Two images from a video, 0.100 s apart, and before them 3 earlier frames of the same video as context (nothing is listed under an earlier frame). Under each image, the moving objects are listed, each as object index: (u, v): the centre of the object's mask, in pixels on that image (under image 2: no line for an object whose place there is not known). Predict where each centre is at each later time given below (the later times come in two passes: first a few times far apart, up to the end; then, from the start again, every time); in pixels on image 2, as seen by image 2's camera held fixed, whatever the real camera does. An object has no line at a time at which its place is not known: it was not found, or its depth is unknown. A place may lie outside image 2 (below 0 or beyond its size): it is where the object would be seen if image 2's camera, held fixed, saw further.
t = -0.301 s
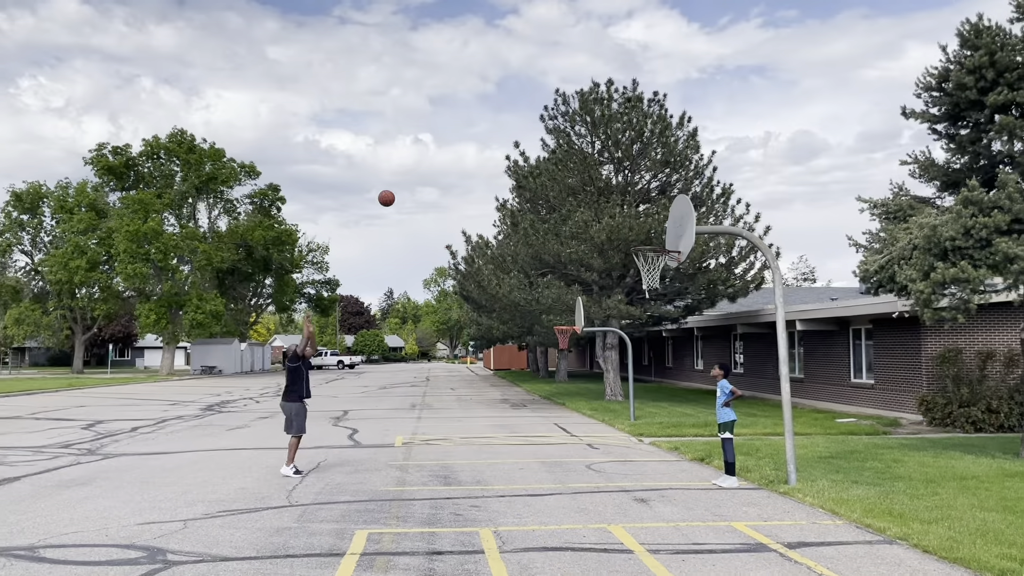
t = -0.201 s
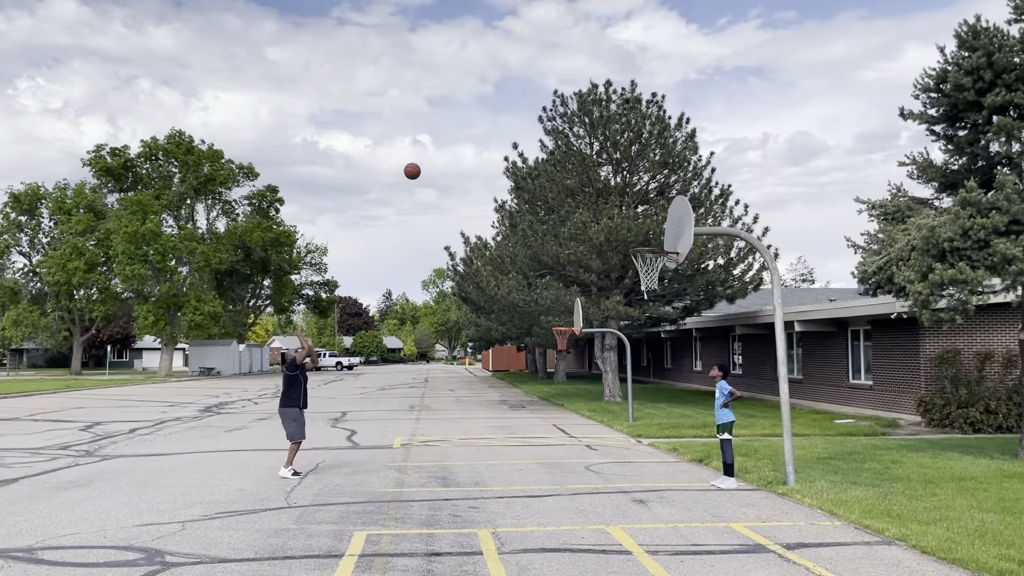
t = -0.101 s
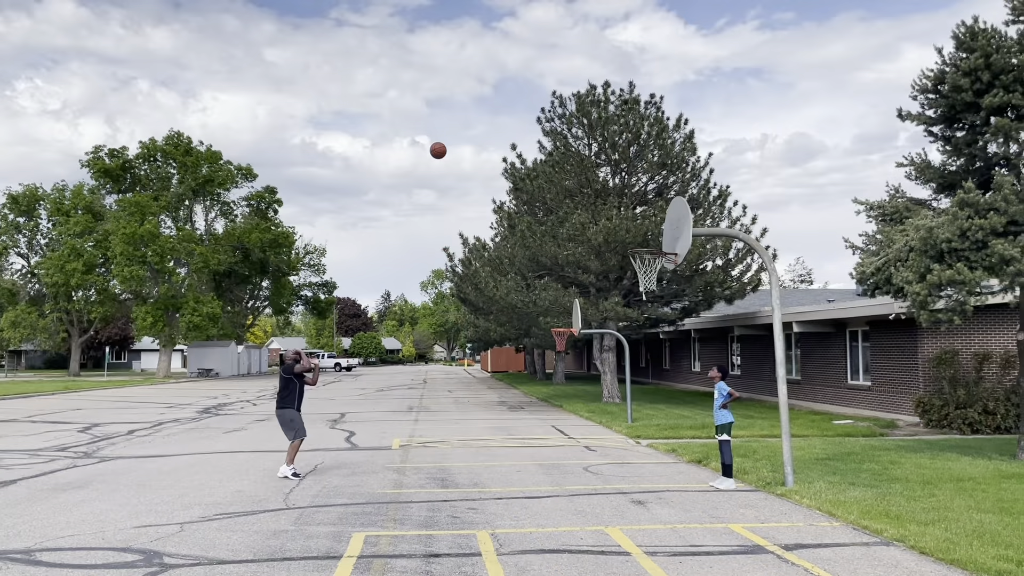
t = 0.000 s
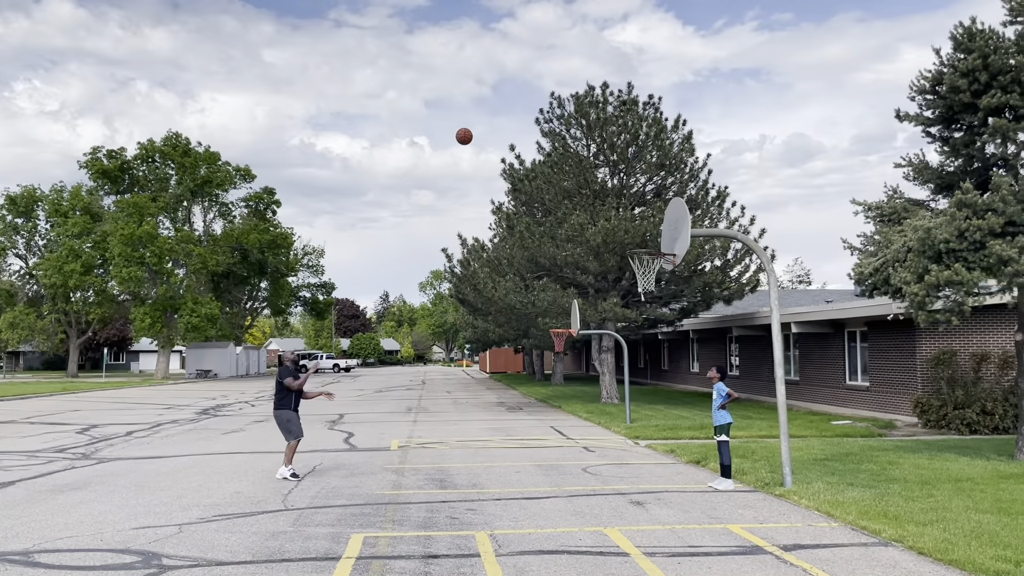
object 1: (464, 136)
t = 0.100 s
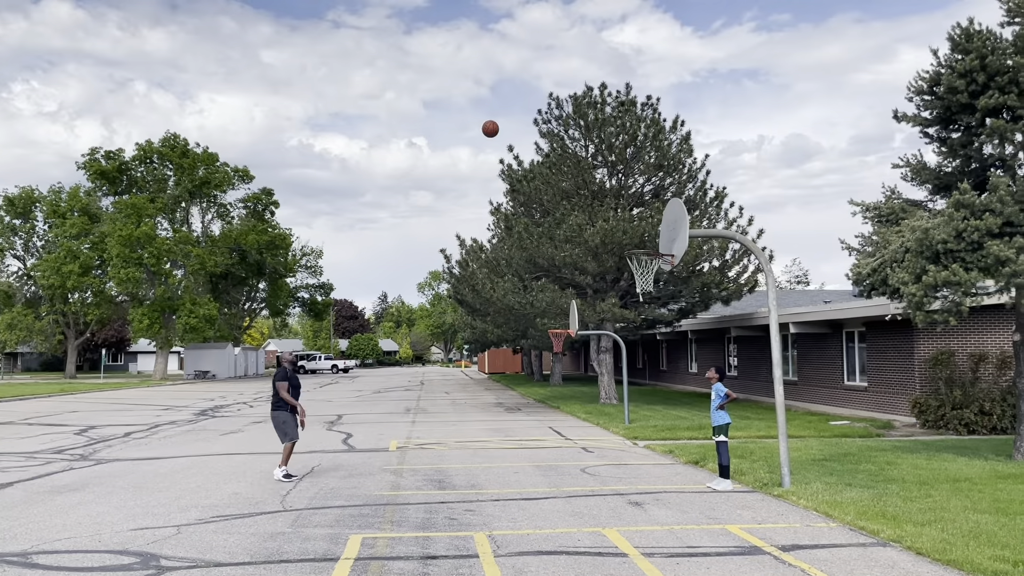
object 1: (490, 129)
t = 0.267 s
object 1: (538, 130)
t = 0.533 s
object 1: (617, 174)
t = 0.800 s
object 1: (638, 257)
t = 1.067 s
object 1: (629, 271)
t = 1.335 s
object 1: (648, 303)
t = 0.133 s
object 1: (500, 127)
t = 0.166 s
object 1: (509, 127)
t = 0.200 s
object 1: (519, 127)
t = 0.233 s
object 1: (528, 128)
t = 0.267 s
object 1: (538, 130)
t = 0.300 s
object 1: (547, 133)
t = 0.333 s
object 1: (557, 136)
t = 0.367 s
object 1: (567, 140)
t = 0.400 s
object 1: (577, 146)
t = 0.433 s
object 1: (587, 152)
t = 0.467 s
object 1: (597, 158)
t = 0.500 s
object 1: (607, 166)
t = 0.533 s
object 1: (617, 174)
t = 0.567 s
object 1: (627, 183)
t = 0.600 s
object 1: (637, 195)
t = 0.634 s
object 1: (648, 205)
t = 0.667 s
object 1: (658, 217)
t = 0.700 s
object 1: (660, 227)
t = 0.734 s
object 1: (653, 236)
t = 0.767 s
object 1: (646, 244)
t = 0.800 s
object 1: (638, 257)
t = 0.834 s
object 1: (633, 266)
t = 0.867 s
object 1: (630, 267)
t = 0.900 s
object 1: (627, 266)
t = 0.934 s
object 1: (626, 266)
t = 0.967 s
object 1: (625, 266)
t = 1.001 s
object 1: (626, 268)
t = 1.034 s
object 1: (627, 269)
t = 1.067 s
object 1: (629, 271)
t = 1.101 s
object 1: (630, 272)
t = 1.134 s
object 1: (632, 274)
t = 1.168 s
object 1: (634, 276)
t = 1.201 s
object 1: (636, 279)
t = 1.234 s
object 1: (641, 289)
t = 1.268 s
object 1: (643, 291)
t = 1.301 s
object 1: (646, 297)
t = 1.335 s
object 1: (648, 303)
